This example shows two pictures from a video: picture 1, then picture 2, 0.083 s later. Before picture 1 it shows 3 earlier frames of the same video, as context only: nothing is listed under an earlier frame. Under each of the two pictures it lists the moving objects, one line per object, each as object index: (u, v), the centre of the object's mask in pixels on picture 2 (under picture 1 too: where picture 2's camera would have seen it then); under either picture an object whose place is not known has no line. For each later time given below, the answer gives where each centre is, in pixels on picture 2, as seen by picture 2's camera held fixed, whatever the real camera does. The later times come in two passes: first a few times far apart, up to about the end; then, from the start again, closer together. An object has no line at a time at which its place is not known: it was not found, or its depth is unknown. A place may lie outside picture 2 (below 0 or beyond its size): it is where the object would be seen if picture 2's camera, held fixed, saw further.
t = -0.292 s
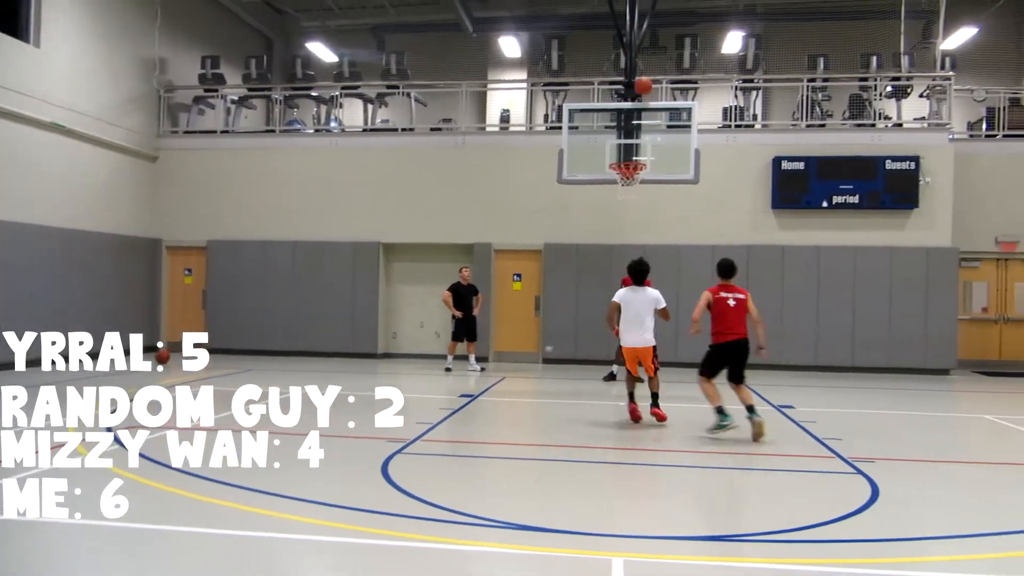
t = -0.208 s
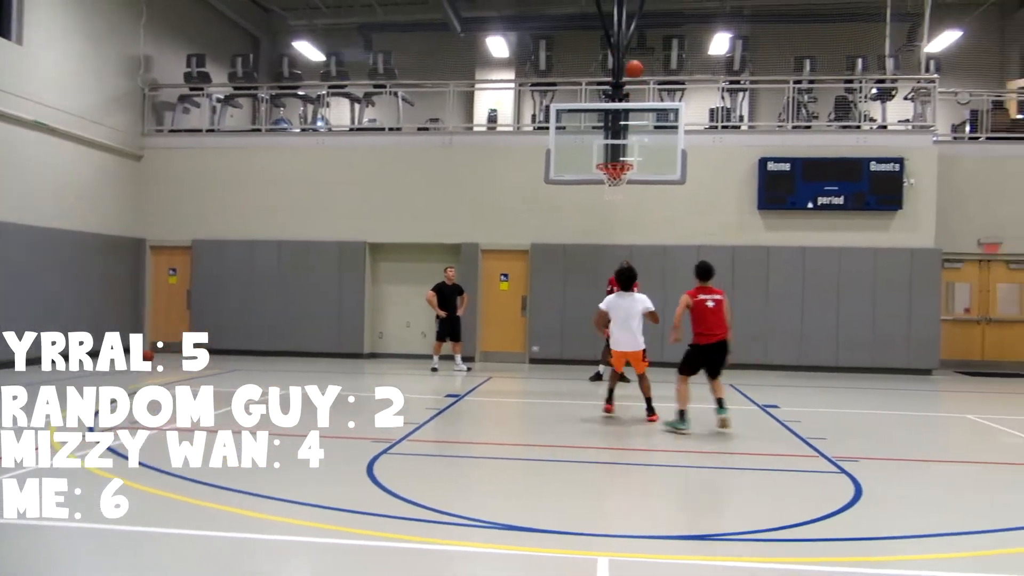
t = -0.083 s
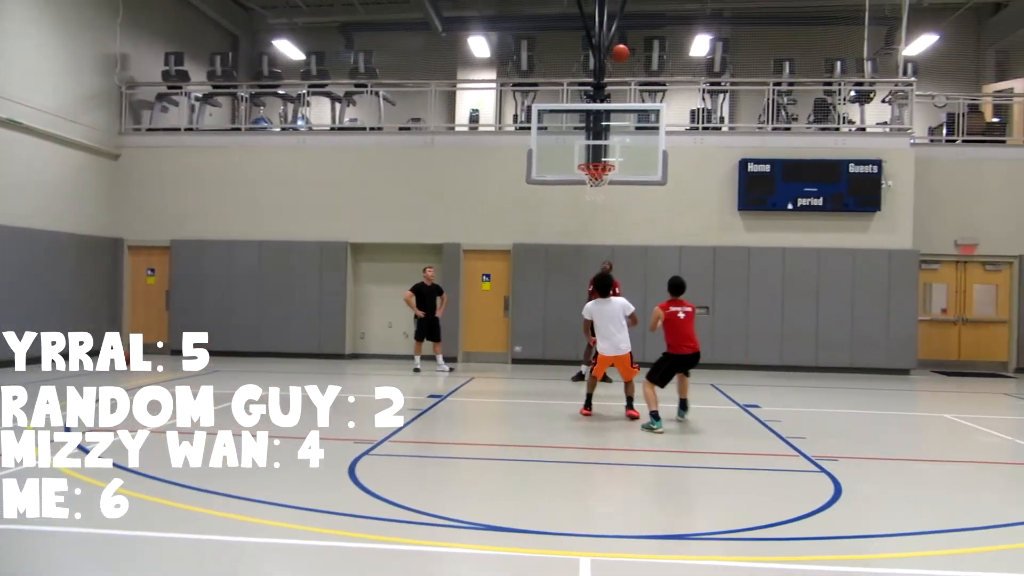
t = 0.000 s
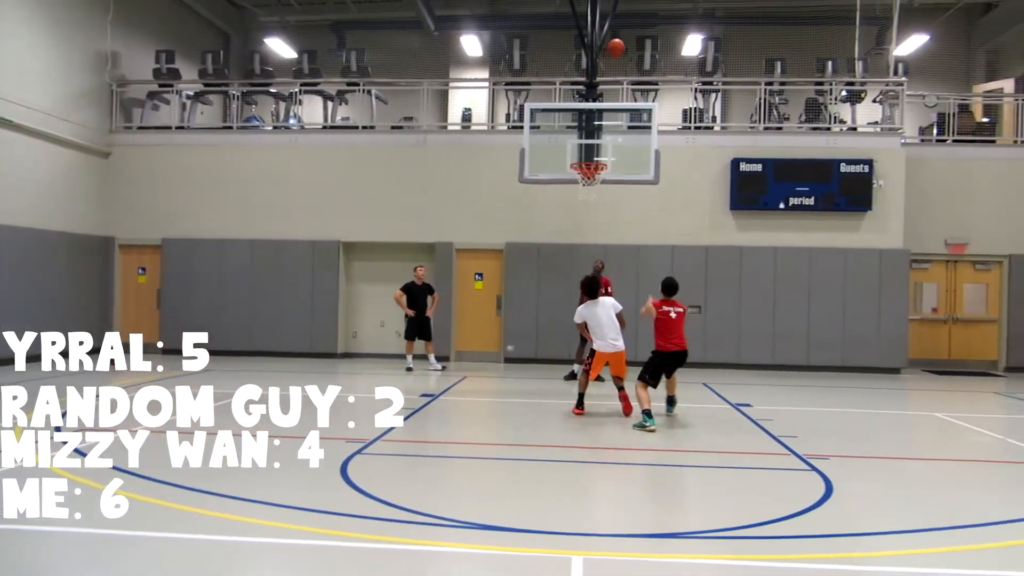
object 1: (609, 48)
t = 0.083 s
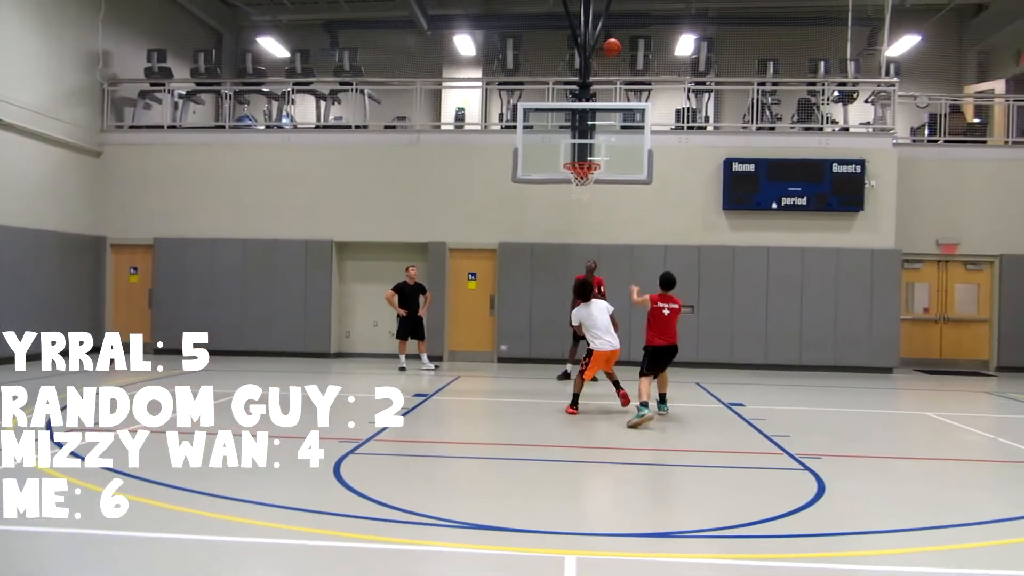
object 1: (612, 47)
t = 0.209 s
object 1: (616, 56)
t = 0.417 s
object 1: (623, 95)
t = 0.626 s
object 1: (632, 65)
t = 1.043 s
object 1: (650, 99)
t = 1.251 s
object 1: (658, 171)
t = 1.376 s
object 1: (663, 232)
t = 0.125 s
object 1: (614, 49)
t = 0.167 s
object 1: (615, 52)
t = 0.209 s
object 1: (616, 56)
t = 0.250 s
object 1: (618, 61)
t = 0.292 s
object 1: (620, 68)
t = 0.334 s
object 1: (620, 76)
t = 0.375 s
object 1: (622, 85)
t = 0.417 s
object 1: (623, 95)
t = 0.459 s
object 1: (625, 87)
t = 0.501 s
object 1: (627, 80)
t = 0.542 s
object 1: (629, 74)
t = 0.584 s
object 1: (630, 69)
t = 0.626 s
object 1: (632, 65)
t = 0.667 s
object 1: (634, 63)
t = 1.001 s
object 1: (649, 90)
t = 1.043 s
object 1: (650, 99)
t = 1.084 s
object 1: (652, 111)
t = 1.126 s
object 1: (654, 123)
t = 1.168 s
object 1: (655, 138)
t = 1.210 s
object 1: (656, 154)
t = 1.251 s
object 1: (658, 171)
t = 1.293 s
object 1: (660, 189)
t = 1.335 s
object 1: (661, 210)
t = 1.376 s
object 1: (663, 232)
